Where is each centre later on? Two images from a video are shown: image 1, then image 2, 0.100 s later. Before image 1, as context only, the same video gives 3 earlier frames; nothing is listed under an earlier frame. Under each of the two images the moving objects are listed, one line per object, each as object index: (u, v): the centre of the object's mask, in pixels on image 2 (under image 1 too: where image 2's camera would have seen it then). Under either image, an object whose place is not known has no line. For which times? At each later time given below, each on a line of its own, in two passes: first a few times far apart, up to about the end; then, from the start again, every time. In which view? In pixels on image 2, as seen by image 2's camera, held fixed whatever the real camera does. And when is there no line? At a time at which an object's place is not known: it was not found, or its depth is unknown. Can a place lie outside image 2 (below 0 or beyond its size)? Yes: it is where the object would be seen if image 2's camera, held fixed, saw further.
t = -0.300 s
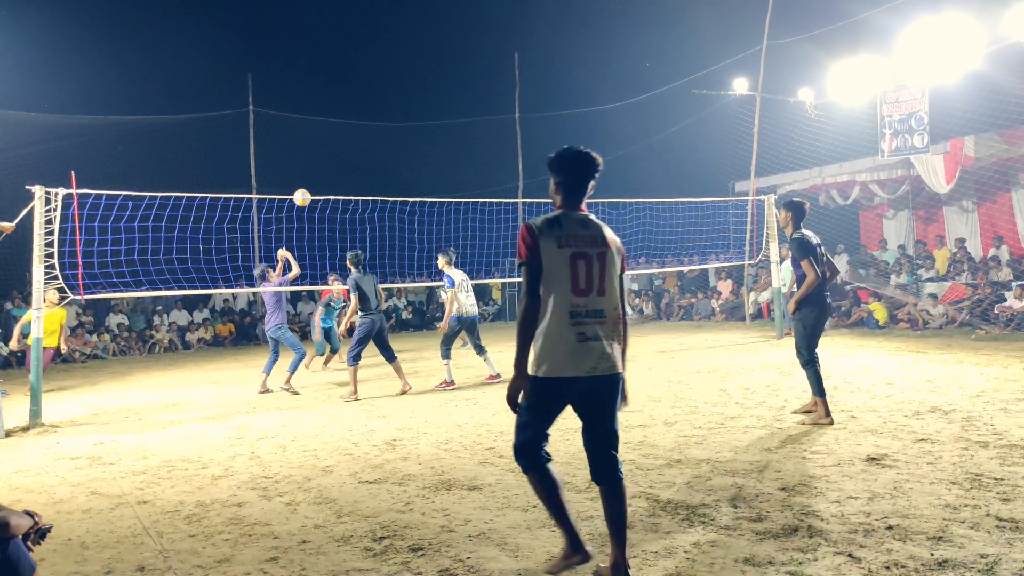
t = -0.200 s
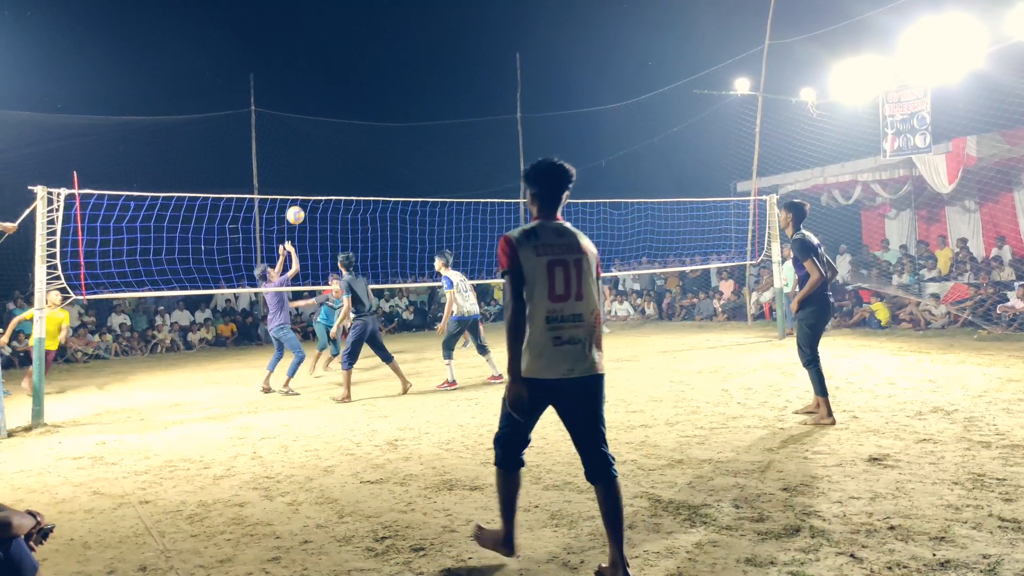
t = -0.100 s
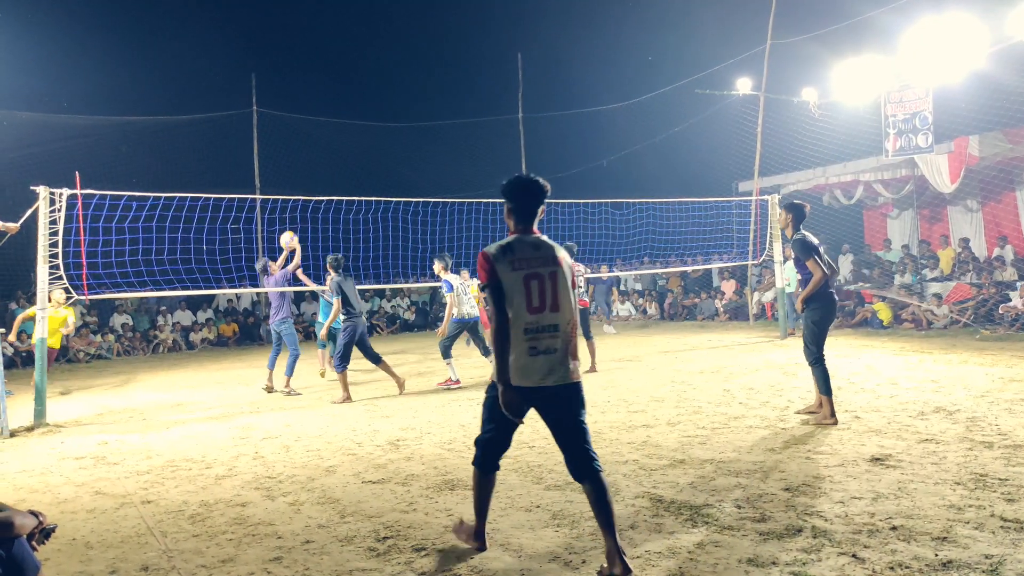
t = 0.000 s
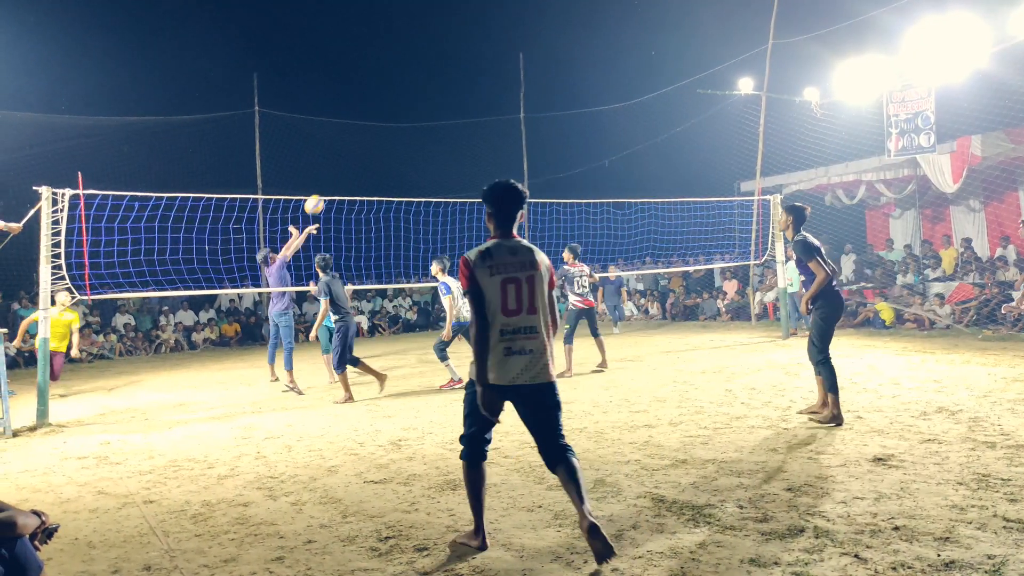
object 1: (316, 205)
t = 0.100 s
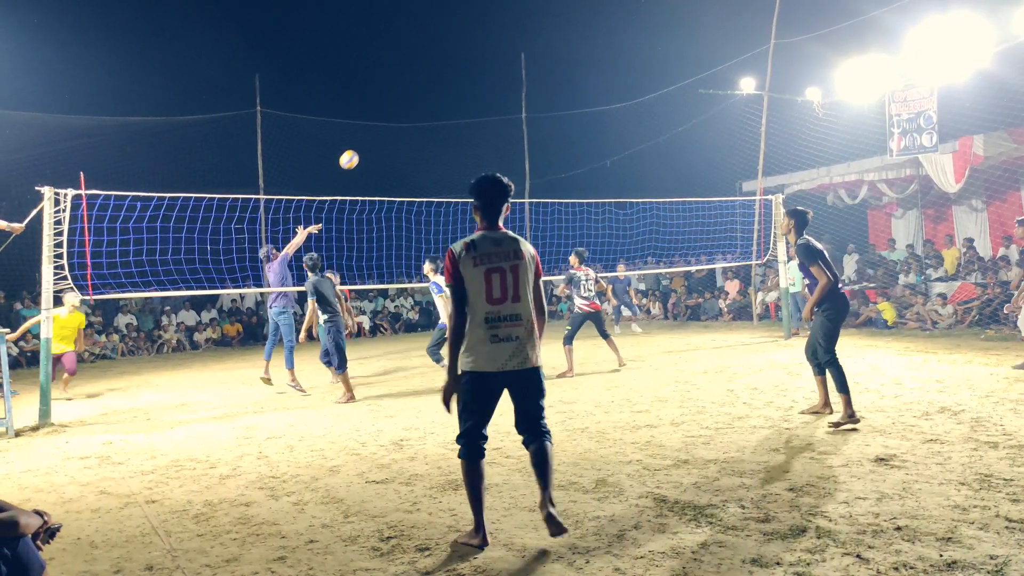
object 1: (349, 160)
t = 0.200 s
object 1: (380, 124)
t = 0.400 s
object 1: (438, 78)
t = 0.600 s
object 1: (491, 63)
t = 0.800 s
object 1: (542, 74)
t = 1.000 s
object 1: (588, 109)
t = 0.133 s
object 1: (360, 147)
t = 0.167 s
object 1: (370, 135)
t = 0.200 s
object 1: (380, 124)
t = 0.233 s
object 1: (390, 114)
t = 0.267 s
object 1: (400, 105)
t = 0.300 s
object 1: (409, 97)
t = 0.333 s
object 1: (419, 90)
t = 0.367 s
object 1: (428, 84)
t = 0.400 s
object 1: (438, 78)
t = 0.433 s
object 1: (447, 74)
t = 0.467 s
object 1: (456, 70)
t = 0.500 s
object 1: (465, 67)
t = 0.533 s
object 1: (474, 65)
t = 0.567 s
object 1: (483, 63)
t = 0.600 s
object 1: (491, 63)
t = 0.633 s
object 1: (500, 63)
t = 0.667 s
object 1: (509, 64)
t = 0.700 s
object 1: (517, 65)
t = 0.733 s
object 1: (525, 68)
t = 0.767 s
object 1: (534, 71)
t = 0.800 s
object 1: (542, 74)
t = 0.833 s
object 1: (550, 78)
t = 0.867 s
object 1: (558, 83)
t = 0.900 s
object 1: (565, 89)
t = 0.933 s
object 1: (573, 95)
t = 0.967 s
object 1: (581, 102)
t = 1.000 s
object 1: (588, 109)
